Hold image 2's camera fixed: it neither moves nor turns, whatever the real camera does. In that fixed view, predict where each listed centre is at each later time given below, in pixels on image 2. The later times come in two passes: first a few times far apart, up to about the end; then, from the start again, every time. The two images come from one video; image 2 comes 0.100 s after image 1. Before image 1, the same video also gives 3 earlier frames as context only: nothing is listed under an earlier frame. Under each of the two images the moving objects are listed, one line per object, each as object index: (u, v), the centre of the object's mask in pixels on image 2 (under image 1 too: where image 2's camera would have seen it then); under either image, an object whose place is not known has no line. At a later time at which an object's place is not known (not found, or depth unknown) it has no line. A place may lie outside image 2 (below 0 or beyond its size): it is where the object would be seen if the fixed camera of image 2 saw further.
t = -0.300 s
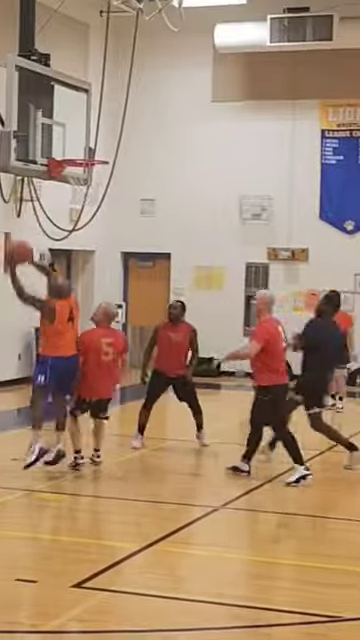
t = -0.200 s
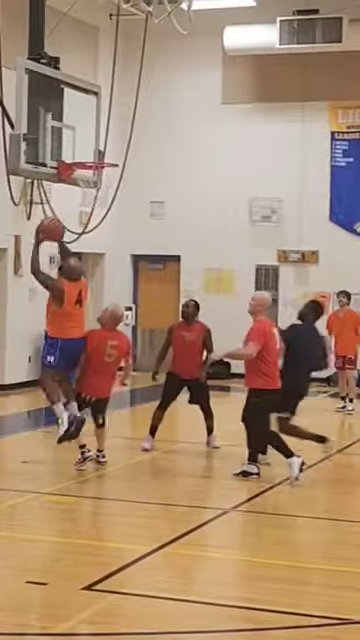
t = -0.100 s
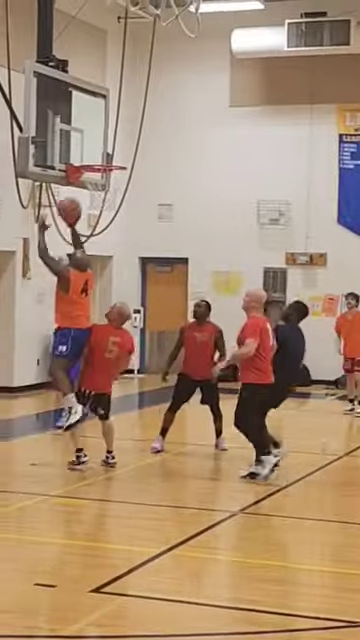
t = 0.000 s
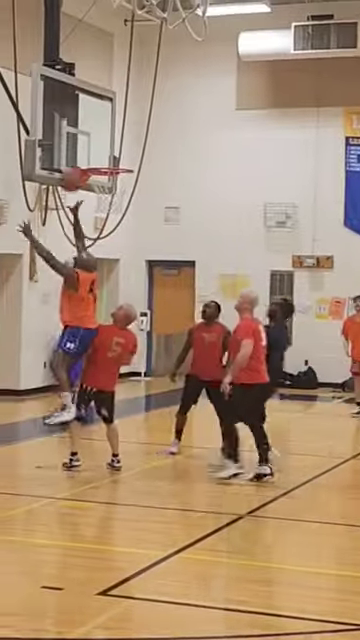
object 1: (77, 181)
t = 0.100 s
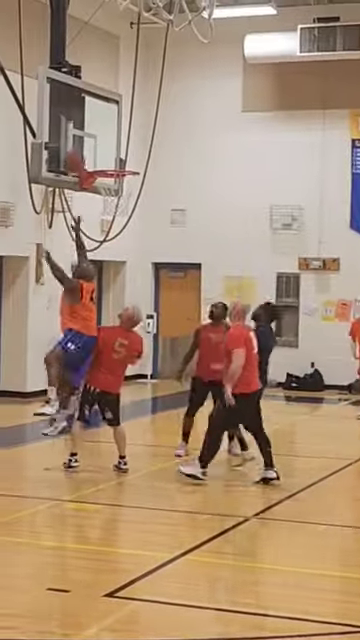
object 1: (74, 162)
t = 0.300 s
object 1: (101, 155)
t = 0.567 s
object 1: (113, 163)
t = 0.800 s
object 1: (122, 213)
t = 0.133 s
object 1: (78, 159)
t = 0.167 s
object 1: (85, 158)
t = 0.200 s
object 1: (89, 157)
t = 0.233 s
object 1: (96, 157)
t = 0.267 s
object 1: (100, 157)
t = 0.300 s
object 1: (101, 155)
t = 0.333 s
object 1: (103, 155)
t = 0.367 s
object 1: (104, 155)
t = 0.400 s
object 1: (106, 157)
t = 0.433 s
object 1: (107, 159)
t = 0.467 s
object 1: (108, 159)
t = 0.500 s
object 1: (111, 160)
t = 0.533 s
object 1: (112, 162)
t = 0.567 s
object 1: (113, 163)
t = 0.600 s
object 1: (116, 168)
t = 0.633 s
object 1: (117, 175)
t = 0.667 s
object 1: (118, 183)
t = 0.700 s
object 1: (120, 189)
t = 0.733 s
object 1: (121, 198)
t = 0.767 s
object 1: (122, 205)
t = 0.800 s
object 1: (122, 213)
